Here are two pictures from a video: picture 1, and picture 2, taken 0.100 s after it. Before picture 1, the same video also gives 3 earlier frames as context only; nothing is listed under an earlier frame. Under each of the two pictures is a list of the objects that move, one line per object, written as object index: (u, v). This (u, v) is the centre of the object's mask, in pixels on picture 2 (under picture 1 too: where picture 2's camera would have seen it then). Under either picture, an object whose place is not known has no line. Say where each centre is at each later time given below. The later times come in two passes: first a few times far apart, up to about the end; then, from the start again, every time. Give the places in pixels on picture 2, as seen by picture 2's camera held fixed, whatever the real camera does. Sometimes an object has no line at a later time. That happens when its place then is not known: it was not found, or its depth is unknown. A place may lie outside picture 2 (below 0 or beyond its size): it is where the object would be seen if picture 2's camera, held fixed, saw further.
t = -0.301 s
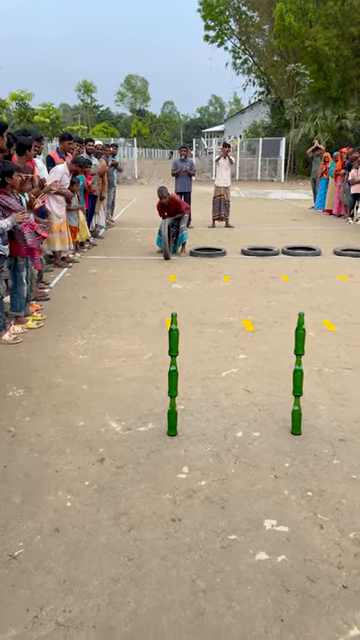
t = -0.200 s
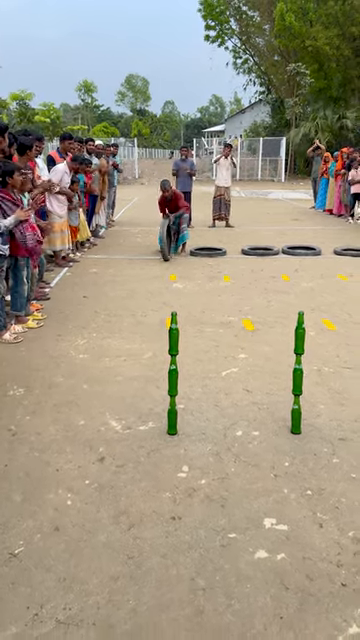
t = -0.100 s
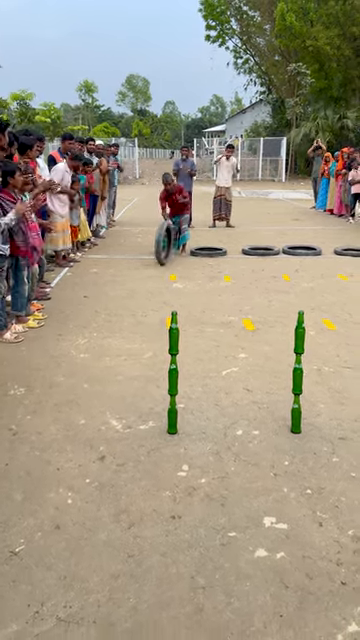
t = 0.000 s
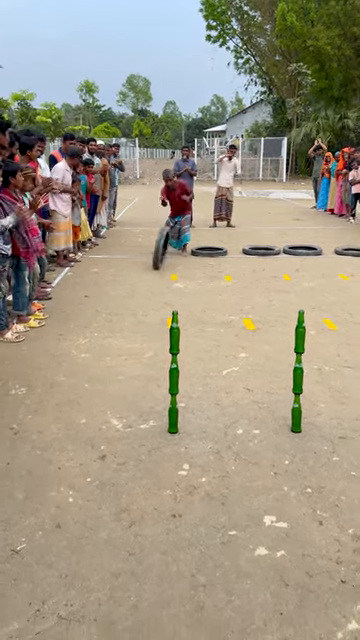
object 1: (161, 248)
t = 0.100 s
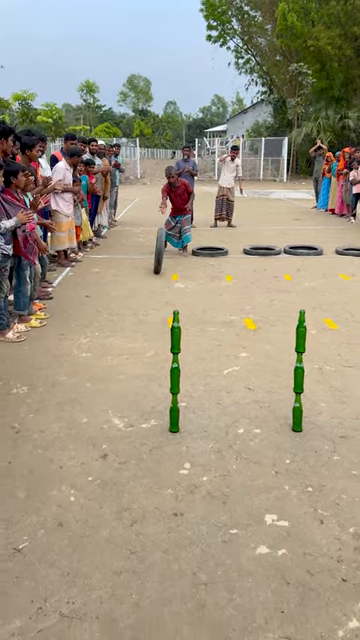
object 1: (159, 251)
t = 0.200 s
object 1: (155, 253)
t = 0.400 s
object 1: (149, 264)
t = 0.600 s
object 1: (142, 273)
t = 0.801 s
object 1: (135, 288)
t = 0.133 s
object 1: (158, 252)
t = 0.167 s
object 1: (157, 253)
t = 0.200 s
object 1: (155, 253)
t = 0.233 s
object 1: (154, 255)
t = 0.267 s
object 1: (153, 256)
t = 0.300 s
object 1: (152, 259)
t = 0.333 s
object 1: (151, 261)
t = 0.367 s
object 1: (150, 263)
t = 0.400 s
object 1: (149, 264)
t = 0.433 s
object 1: (148, 266)
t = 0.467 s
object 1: (147, 268)
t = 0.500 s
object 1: (147, 269)
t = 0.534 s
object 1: (145, 270)
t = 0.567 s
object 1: (144, 272)
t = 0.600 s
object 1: (142, 273)
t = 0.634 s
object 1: (141, 275)
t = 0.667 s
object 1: (140, 277)
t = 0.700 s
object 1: (138, 278)
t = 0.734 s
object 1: (138, 282)
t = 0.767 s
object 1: (137, 285)
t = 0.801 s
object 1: (135, 288)
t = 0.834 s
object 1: (134, 290)
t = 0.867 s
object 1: (133, 293)
